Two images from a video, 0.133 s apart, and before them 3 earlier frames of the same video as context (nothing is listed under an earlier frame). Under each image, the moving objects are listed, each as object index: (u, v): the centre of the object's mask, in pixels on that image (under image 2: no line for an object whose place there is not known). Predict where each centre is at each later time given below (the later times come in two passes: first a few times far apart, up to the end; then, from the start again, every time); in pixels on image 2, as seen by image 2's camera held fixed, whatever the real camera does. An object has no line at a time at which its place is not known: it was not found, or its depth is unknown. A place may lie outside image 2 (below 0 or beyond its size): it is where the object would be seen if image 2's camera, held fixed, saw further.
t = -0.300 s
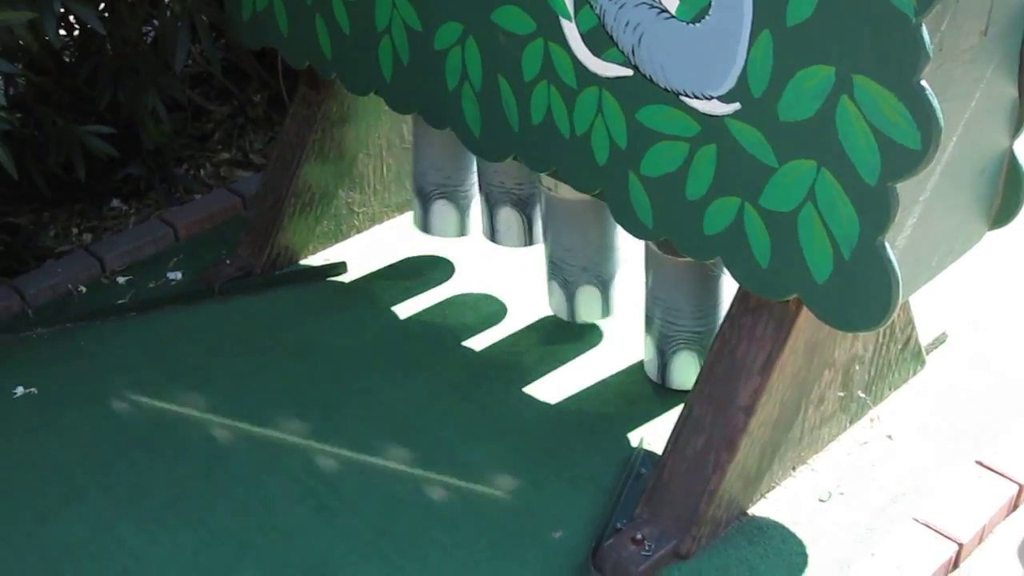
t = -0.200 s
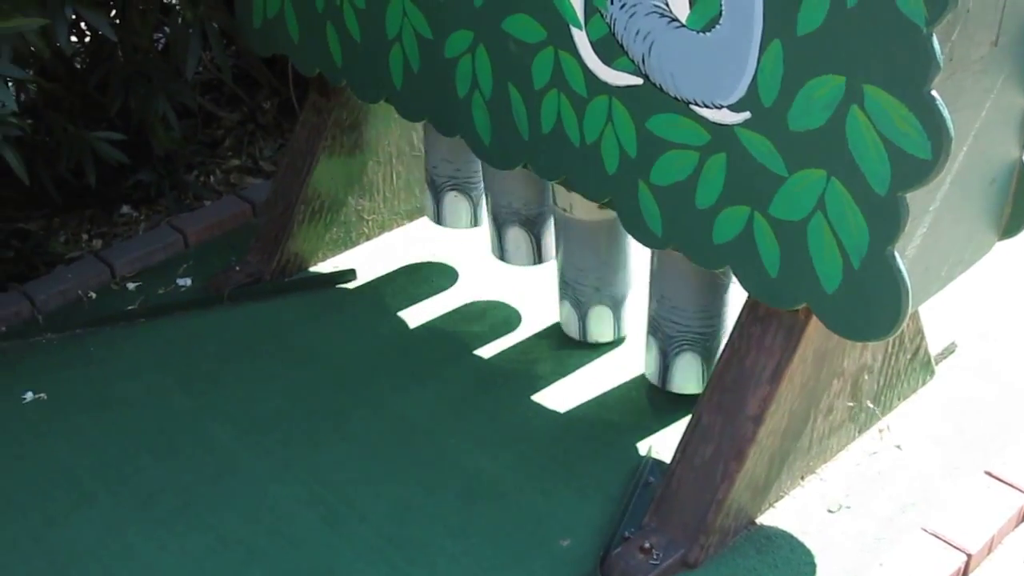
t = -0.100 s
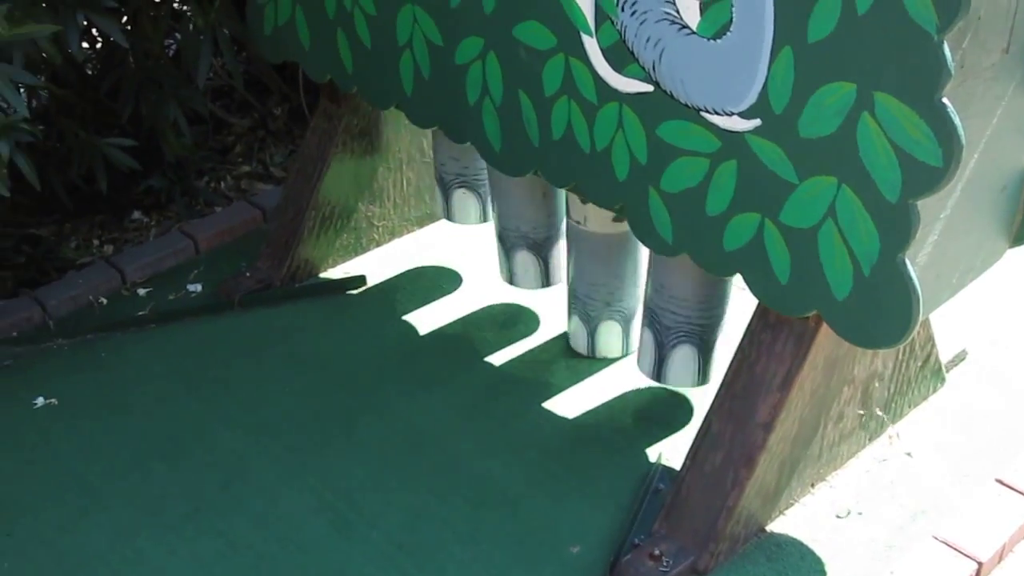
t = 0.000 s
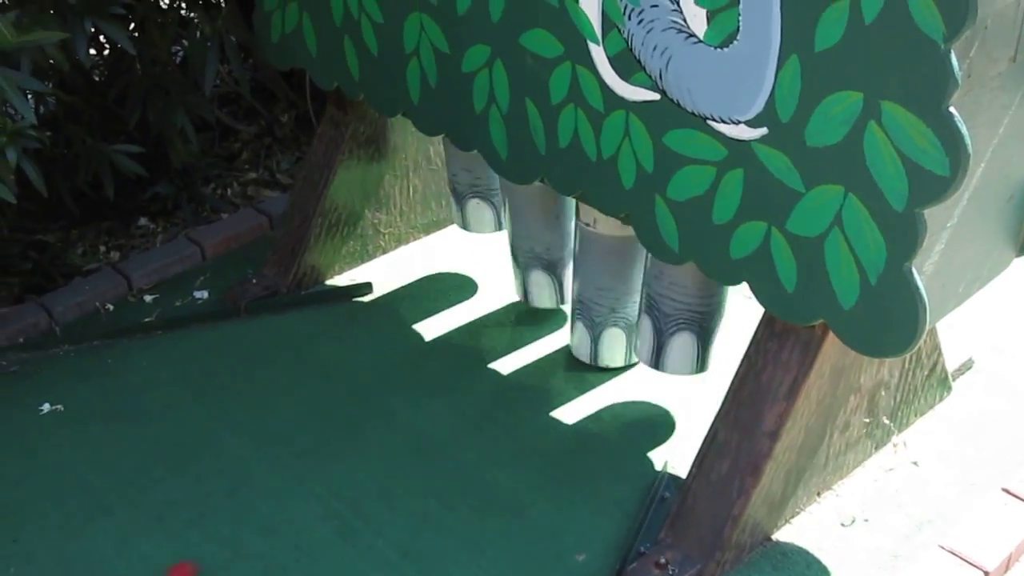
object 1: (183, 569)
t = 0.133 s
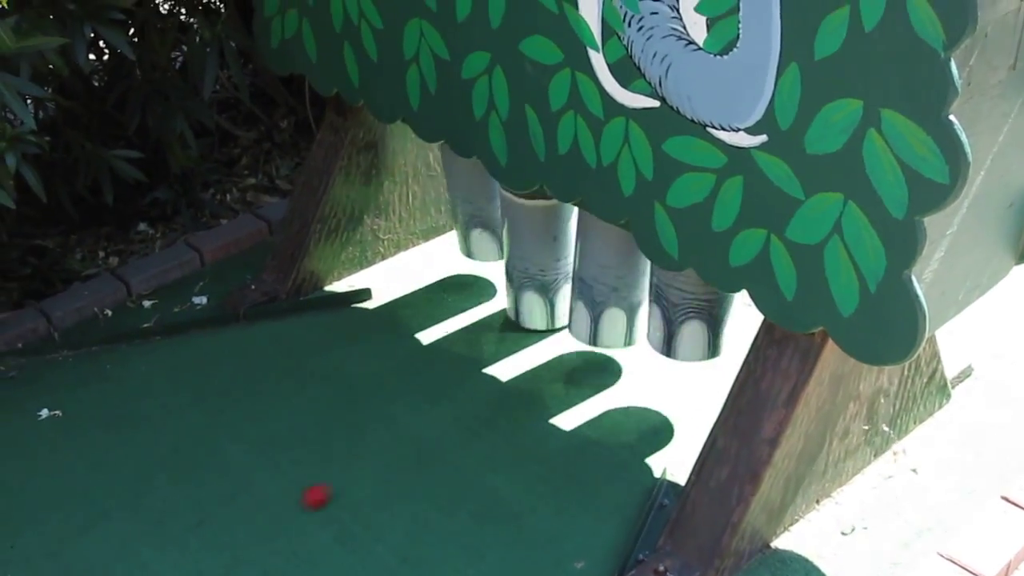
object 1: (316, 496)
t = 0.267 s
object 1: (429, 423)
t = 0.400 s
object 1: (523, 361)
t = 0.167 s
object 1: (347, 477)
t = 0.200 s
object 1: (375, 458)
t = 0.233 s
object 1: (402, 439)
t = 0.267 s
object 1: (429, 423)
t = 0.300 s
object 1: (454, 406)
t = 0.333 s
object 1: (479, 389)
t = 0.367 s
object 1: (501, 376)
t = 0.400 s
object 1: (523, 361)
